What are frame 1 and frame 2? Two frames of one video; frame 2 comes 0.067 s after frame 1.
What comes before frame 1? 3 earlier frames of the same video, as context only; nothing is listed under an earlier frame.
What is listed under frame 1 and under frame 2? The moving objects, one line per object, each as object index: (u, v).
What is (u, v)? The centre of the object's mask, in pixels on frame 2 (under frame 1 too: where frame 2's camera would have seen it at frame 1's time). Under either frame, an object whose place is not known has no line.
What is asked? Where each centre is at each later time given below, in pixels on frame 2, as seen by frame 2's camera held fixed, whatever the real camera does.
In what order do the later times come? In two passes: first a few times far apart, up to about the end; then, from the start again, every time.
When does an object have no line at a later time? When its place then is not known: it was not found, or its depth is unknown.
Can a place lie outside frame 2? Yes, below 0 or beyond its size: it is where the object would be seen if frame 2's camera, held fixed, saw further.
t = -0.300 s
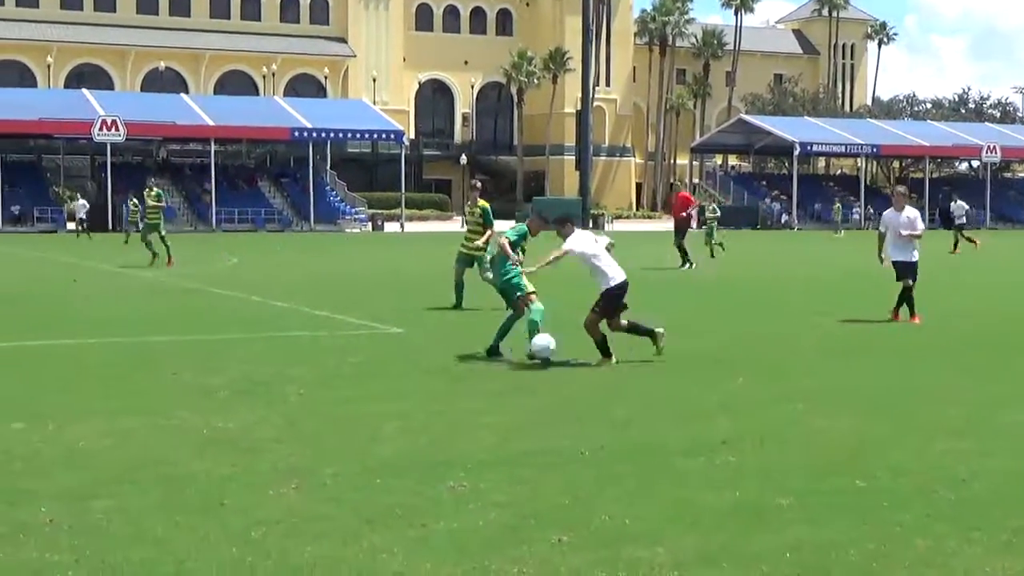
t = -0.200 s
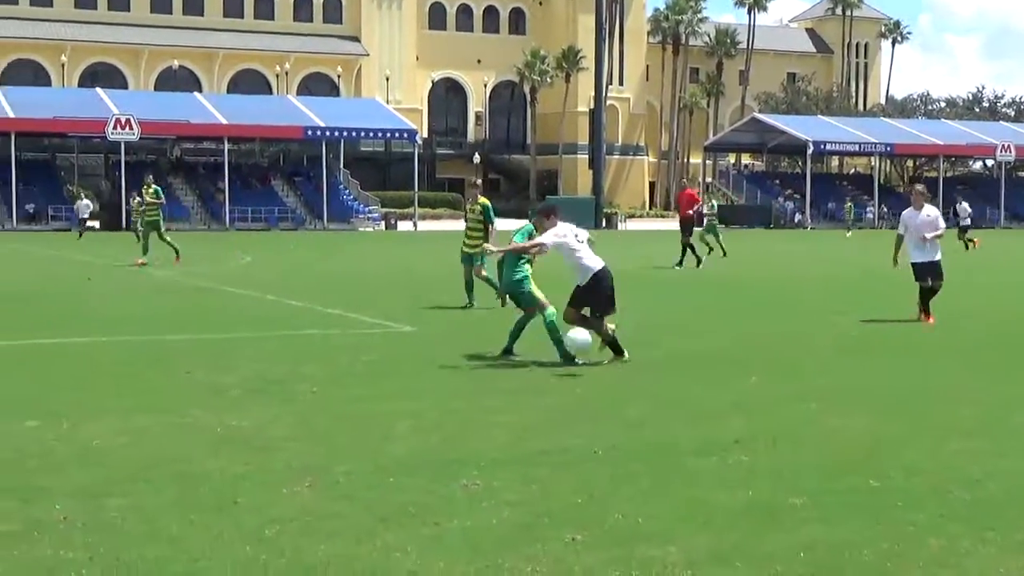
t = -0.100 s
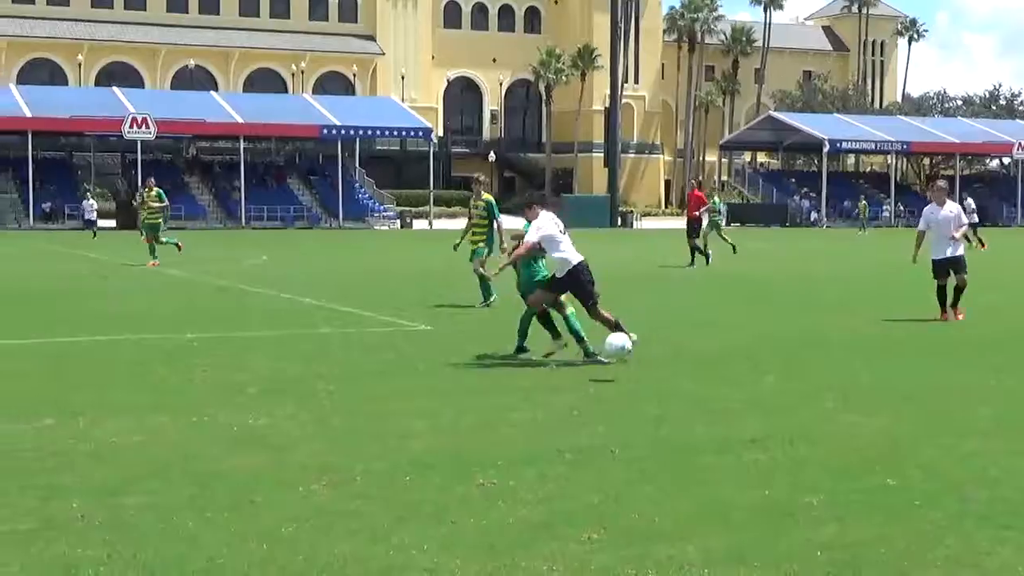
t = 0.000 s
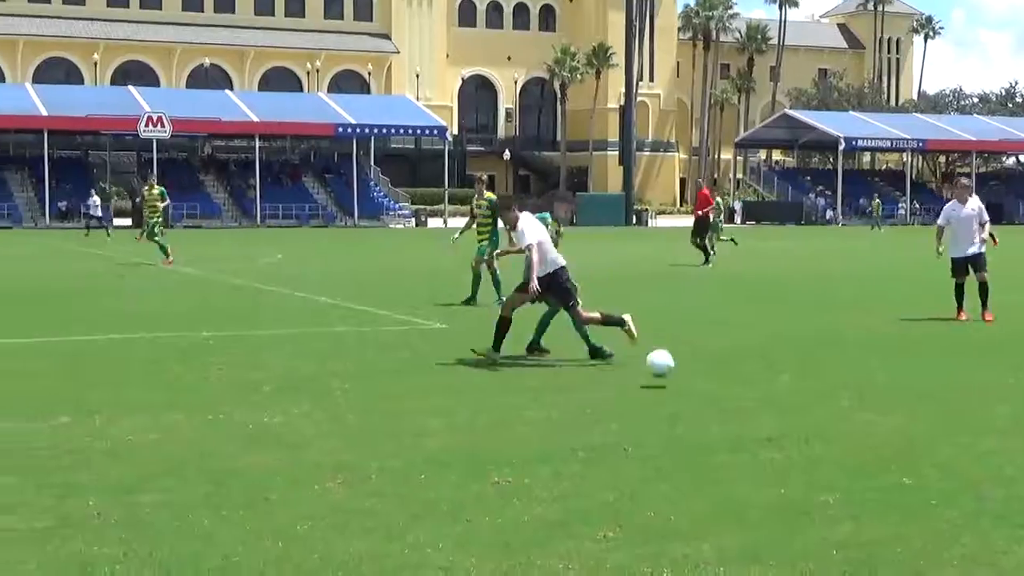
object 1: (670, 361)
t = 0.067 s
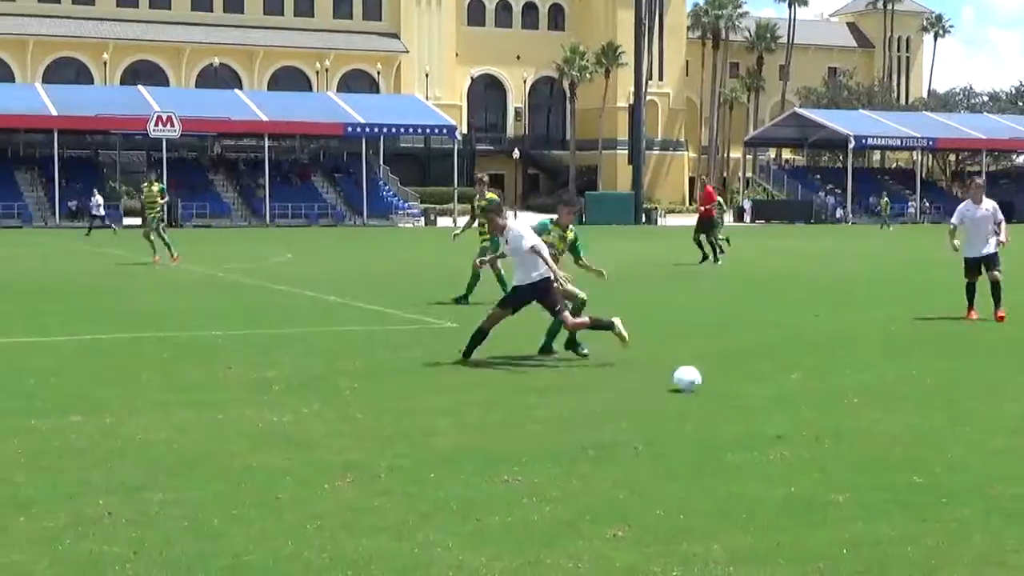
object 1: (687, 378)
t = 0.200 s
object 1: (706, 382)
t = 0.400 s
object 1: (722, 393)
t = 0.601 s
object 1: (721, 404)
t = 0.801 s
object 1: (719, 414)
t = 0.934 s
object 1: (717, 420)
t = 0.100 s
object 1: (692, 377)
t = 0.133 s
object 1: (696, 378)
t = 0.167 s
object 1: (701, 379)
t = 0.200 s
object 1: (706, 382)
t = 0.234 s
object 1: (711, 385)
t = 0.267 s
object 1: (716, 389)
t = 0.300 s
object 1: (720, 392)
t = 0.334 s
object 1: (721, 392)
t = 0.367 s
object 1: (722, 392)
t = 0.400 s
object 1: (722, 393)
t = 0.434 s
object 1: (722, 395)
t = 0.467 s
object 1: (723, 399)
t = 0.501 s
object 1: (723, 403)
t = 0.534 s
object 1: (722, 403)
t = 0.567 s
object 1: (722, 403)
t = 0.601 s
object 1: (721, 404)
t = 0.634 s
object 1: (721, 406)
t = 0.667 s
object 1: (721, 408)
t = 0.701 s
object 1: (720, 410)
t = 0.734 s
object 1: (720, 412)
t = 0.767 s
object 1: (719, 413)
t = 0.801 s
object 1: (719, 414)
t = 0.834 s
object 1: (718, 416)
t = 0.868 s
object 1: (717, 417)
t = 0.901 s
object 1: (717, 418)
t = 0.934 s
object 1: (717, 420)
